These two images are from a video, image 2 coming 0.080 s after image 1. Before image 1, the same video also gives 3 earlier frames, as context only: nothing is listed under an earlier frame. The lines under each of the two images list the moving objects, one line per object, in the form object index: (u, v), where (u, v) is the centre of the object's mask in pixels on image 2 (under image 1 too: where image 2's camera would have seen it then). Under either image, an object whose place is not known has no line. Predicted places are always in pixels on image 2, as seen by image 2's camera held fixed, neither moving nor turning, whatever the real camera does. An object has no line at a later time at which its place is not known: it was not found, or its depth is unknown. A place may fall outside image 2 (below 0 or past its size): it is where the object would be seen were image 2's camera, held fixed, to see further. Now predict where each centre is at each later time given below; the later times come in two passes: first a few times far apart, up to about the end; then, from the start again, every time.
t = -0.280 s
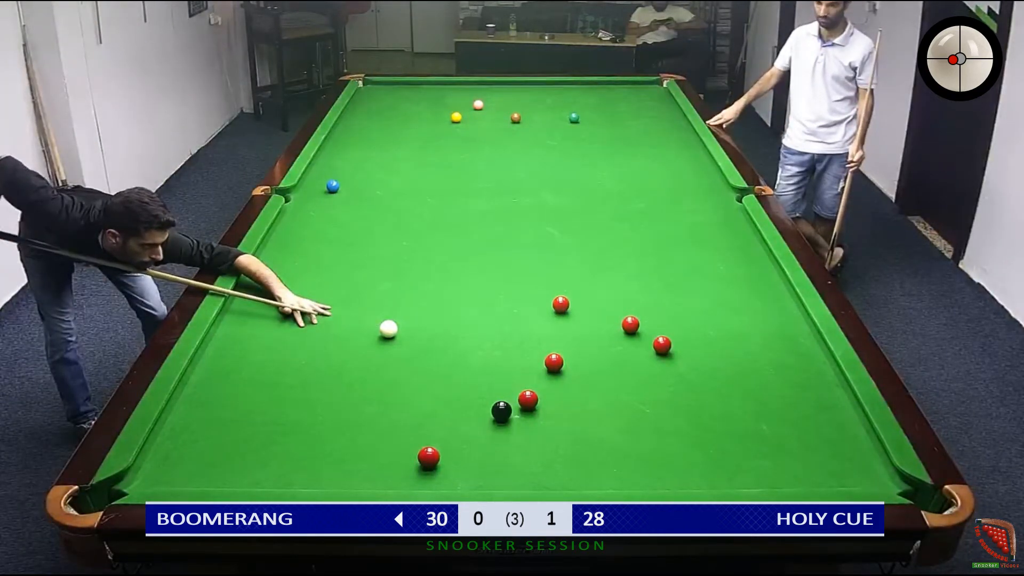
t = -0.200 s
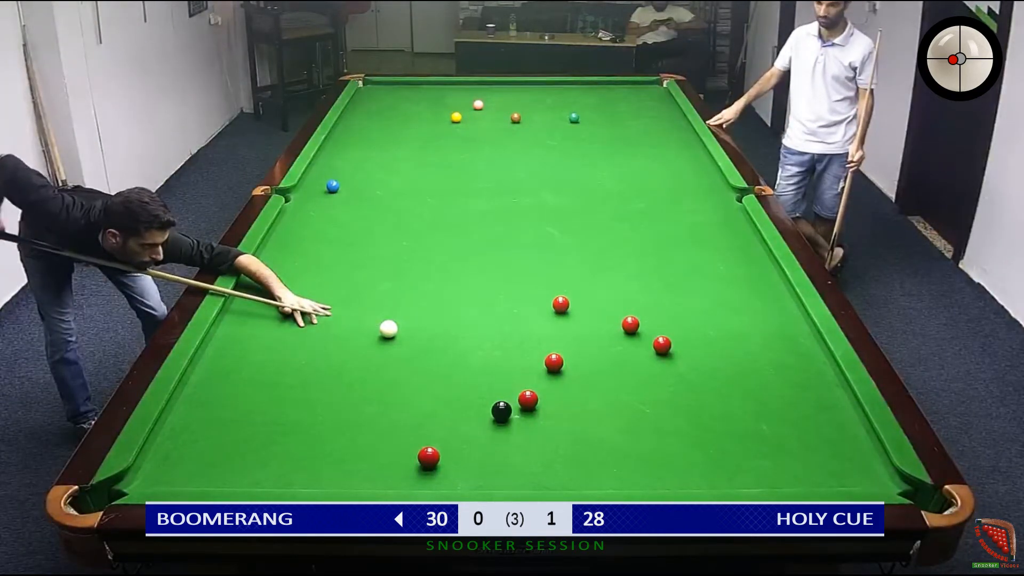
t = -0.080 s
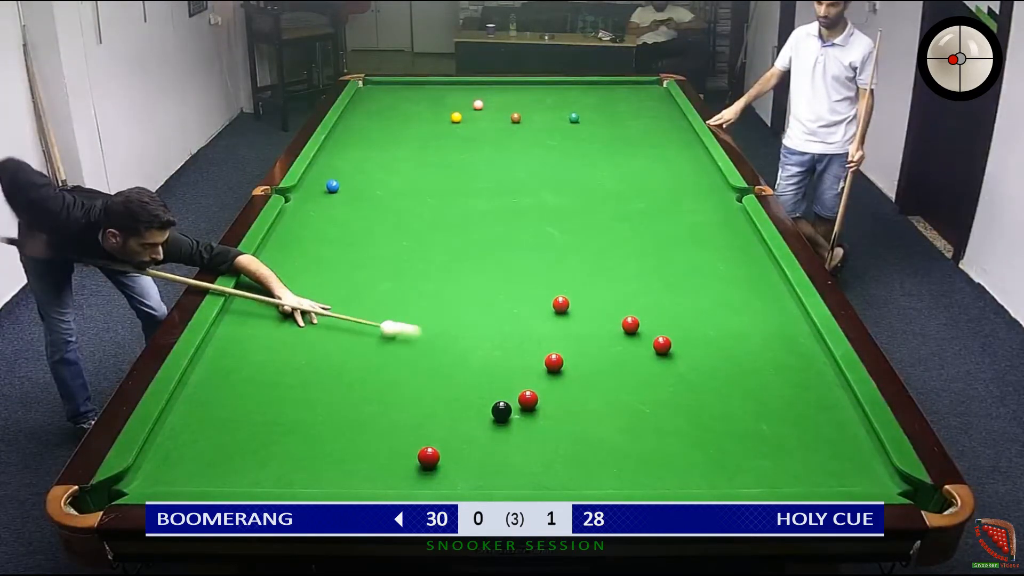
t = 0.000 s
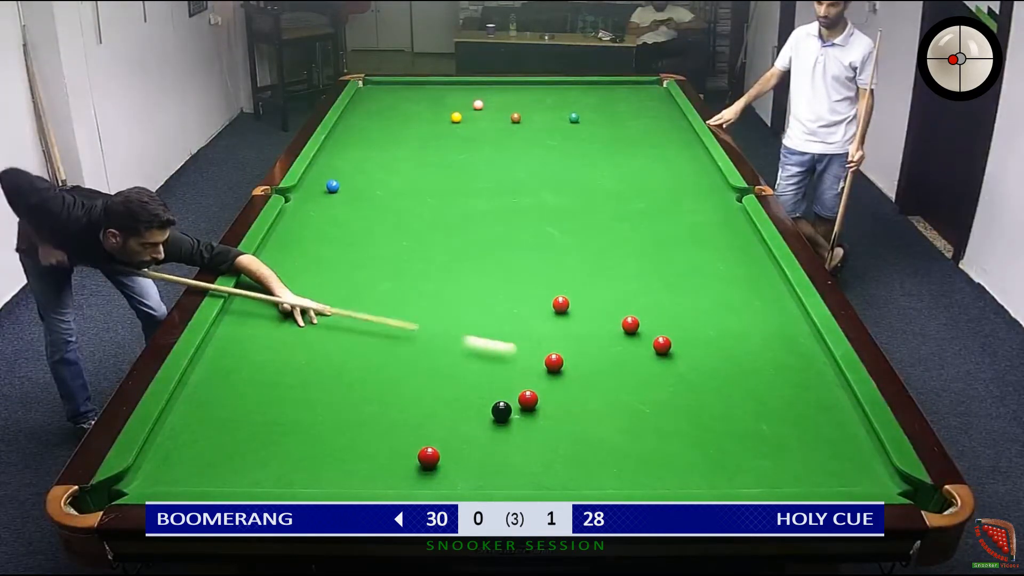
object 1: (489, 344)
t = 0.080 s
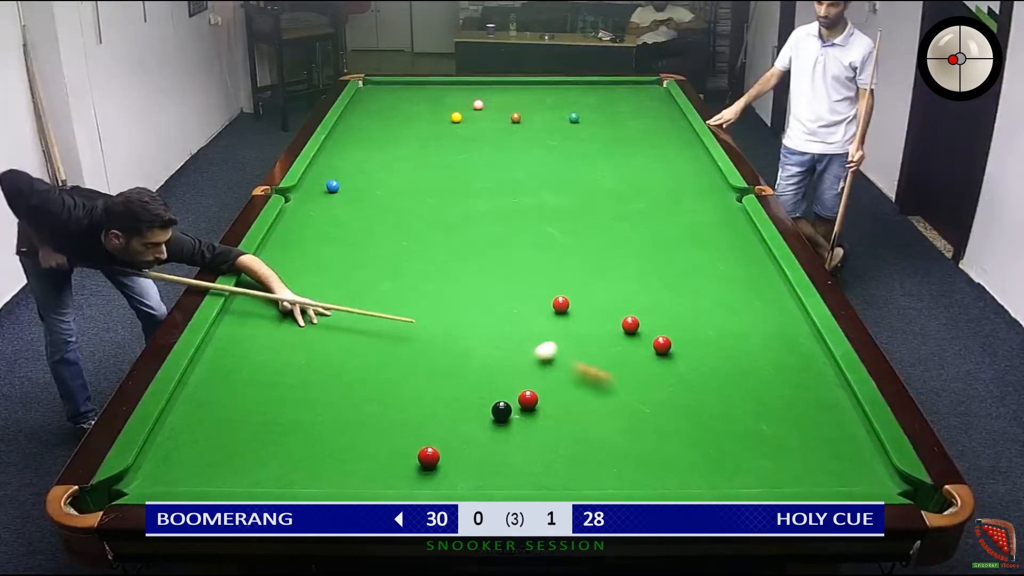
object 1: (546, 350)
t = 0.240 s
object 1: (576, 335)
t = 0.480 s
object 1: (615, 315)
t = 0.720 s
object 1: (651, 297)
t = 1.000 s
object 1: (689, 278)
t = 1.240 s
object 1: (717, 264)
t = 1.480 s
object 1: (744, 251)
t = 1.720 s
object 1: (749, 239)
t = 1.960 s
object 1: (724, 228)
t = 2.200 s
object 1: (702, 218)
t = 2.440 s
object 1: (681, 209)
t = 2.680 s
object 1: (663, 202)
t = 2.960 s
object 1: (644, 193)
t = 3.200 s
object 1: (629, 187)
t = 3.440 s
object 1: (617, 181)
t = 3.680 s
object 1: (605, 175)
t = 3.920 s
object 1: (595, 171)
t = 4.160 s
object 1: (585, 167)
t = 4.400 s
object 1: (577, 163)
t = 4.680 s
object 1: (568, 159)
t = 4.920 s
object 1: (562, 156)
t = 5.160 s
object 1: (540, 146)
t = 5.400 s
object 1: (540, 146)
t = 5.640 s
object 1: (540, 146)
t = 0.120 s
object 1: (554, 346)
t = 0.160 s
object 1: (561, 342)
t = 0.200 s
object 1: (568, 339)
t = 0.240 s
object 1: (576, 335)
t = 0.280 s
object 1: (583, 332)
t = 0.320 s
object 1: (589, 328)
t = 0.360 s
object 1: (596, 325)
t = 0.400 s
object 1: (603, 322)
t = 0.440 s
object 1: (609, 318)
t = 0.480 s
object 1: (615, 315)
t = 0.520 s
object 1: (621, 312)
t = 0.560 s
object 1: (628, 308)
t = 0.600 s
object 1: (634, 306)
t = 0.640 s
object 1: (640, 303)
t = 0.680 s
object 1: (645, 300)
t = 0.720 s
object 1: (651, 297)
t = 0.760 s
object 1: (657, 294)
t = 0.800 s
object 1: (662, 291)
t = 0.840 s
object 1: (668, 289)
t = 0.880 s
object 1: (673, 286)
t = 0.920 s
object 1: (679, 283)
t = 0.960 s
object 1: (684, 281)
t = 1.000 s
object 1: (689, 278)
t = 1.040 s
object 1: (694, 276)
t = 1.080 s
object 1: (699, 273)
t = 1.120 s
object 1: (704, 271)
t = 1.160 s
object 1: (708, 268)
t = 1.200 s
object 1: (713, 266)
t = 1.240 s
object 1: (717, 264)
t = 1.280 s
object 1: (722, 261)
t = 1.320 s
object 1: (727, 259)
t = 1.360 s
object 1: (731, 257)
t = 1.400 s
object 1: (735, 255)
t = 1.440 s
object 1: (740, 253)
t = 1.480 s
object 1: (744, 251)
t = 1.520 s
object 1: (748, 249)
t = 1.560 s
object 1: (752, 247)
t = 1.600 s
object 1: (756, 245)
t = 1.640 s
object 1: (758, 243)
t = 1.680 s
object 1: (754, 241)
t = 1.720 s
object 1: (749, 239)
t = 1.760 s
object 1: (745, 237)
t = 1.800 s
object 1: (741, 235)
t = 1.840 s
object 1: (736, 233)
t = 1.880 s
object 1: (732, 231)
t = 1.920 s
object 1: (728, 230)
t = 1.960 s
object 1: (724, 228)
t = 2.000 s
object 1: (720, 226)
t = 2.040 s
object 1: (716, 225)
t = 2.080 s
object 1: (713, 223)
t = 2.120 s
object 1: (709, 221)
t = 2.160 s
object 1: (705, 220)
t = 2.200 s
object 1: (702, 218)
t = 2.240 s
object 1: (698, 217)
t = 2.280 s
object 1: (695, 215)
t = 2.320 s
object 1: (691, 214)
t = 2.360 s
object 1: (688, 212)
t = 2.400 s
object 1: (684, 211)
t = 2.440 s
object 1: (681, 209)
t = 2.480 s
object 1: (678, 208)
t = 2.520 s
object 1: (675, 207)
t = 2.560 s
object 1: (672, 205)
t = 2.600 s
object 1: (669, 204)
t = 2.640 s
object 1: (666, 203)
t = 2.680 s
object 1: (663, 202)
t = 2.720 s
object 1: (660, 200)
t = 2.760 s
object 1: (657, 199)
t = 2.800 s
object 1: (655, 198)
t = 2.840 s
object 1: (652, 196)
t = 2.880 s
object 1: (649, 195)
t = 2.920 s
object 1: (647, 194)
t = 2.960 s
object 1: (644, 193)
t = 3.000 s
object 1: (641, 192)
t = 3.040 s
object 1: (639, 191)
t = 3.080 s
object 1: (636, 190)
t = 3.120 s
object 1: (634, 189)
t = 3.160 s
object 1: (632, 188)
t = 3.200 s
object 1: (629, 187)
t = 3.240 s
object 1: (627, 185)
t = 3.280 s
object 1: (625, 185)
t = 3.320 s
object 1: (623, 184)
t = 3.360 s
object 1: (621, 183)
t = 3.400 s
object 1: (619, 182)
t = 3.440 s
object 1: (617, 181)
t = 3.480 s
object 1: (615, 180)
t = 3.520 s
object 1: (613, 179)
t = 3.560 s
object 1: (610, 178)
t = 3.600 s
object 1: (609, 177)
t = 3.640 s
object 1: (607, 176)
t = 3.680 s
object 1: (605, 175)
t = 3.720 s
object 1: (603, 175)
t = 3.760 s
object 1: (601, 174)
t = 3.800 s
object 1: (600, 173)
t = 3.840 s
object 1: (598, 172)
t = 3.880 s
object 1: (596, 172)
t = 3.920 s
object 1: (595, 171)
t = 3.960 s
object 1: (593, 170)
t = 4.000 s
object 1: (591, 169)
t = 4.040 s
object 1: (590, 169)
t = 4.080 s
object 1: (588, 168)
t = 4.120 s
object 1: (587, 167)
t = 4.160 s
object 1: (585, 167)
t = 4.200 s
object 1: (584, 166)
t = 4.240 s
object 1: (582, 165)
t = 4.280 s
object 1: (581, 165)
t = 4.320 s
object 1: (579, 164)
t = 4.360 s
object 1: (578, 164)
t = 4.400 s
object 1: (577, 163)
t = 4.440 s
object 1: (576, 162)
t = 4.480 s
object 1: (574, 162)
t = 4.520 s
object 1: (573, 161)
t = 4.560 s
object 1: (572, 160)
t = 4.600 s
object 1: (571, 160)
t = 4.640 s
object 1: (570, 159)
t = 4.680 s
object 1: (568, 159)
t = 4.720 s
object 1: (567, 159)
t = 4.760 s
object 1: (566, 158)
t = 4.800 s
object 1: (565, 158)
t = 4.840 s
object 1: (564, 157)
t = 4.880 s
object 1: (563, 157)
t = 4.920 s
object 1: (562, 156)
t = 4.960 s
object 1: (555, 152)
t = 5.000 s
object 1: (549, 150)
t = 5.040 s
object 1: (544, 148)
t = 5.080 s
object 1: (542, 147)
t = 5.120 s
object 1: (540, 146)
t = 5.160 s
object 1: (540, 146)
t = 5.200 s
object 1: (540, 146)
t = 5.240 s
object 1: (540, 146)
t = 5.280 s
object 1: (540, 146)
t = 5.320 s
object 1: (540, 146)
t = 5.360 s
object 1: (540, 146)
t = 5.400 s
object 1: (540, 146)
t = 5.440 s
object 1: (540, 146)
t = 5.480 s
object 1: (540, 146)
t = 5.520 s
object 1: (540, 146)
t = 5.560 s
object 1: (540, 146)
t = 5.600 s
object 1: (540, 146)
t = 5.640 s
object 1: (540, 146)
